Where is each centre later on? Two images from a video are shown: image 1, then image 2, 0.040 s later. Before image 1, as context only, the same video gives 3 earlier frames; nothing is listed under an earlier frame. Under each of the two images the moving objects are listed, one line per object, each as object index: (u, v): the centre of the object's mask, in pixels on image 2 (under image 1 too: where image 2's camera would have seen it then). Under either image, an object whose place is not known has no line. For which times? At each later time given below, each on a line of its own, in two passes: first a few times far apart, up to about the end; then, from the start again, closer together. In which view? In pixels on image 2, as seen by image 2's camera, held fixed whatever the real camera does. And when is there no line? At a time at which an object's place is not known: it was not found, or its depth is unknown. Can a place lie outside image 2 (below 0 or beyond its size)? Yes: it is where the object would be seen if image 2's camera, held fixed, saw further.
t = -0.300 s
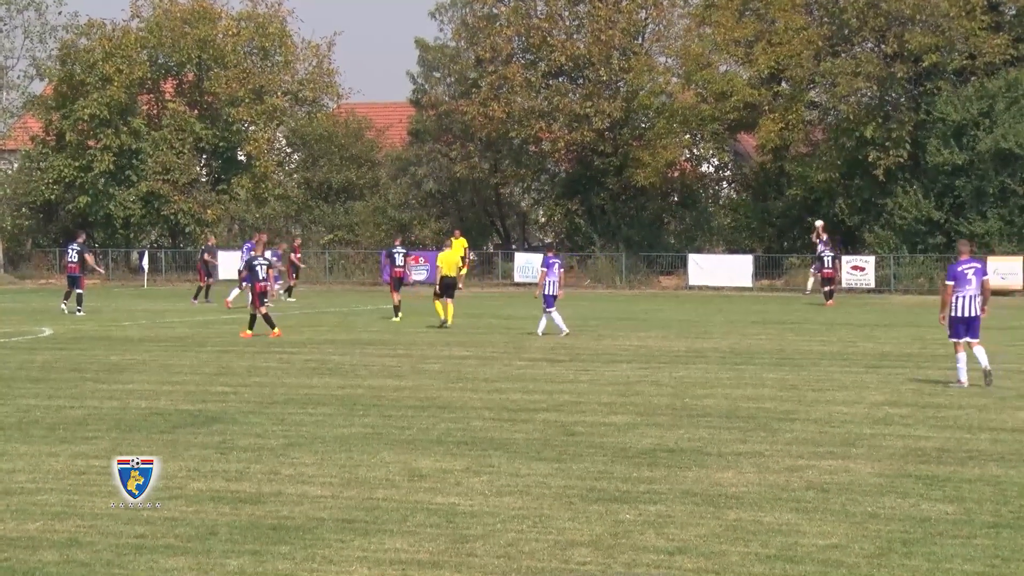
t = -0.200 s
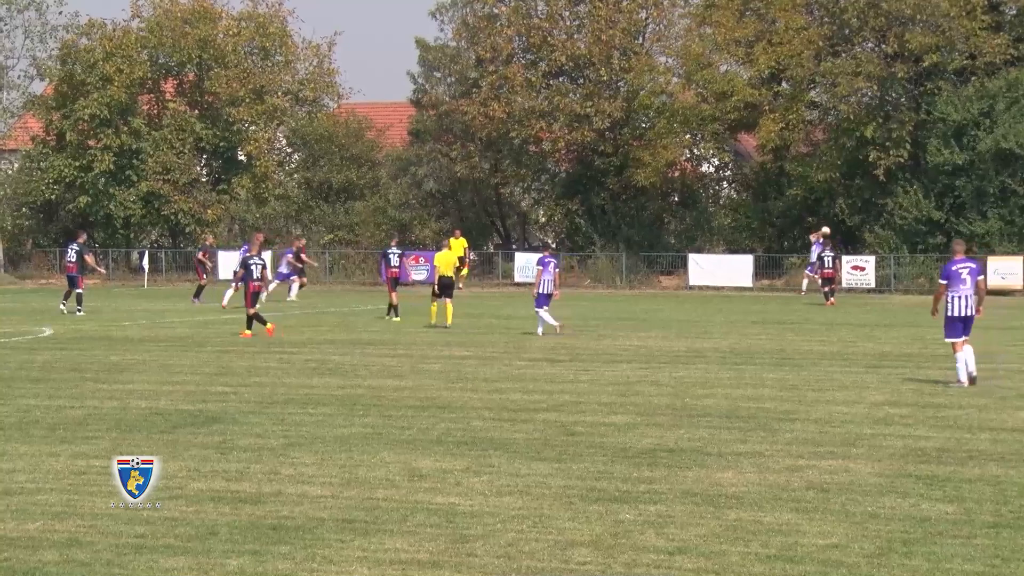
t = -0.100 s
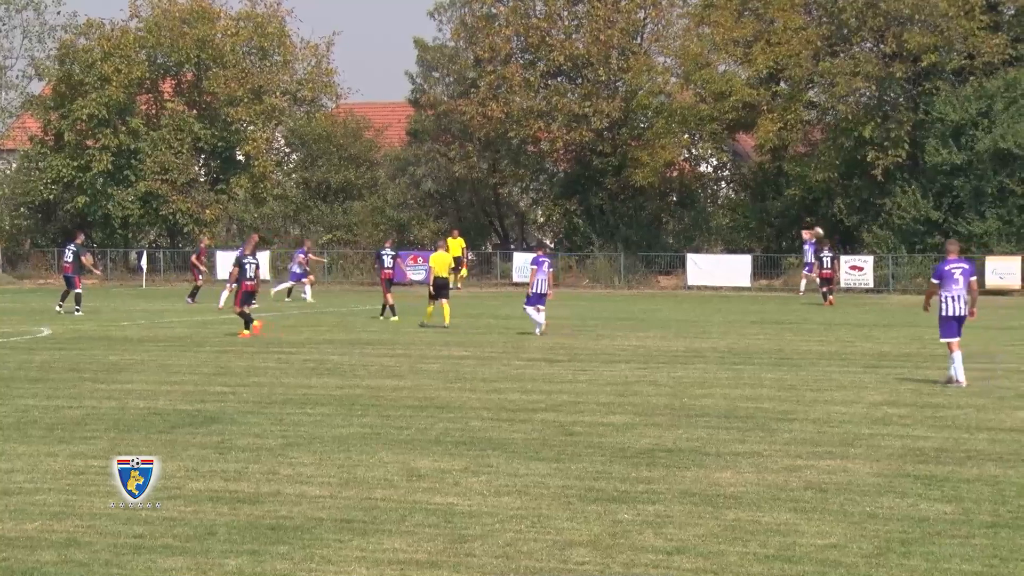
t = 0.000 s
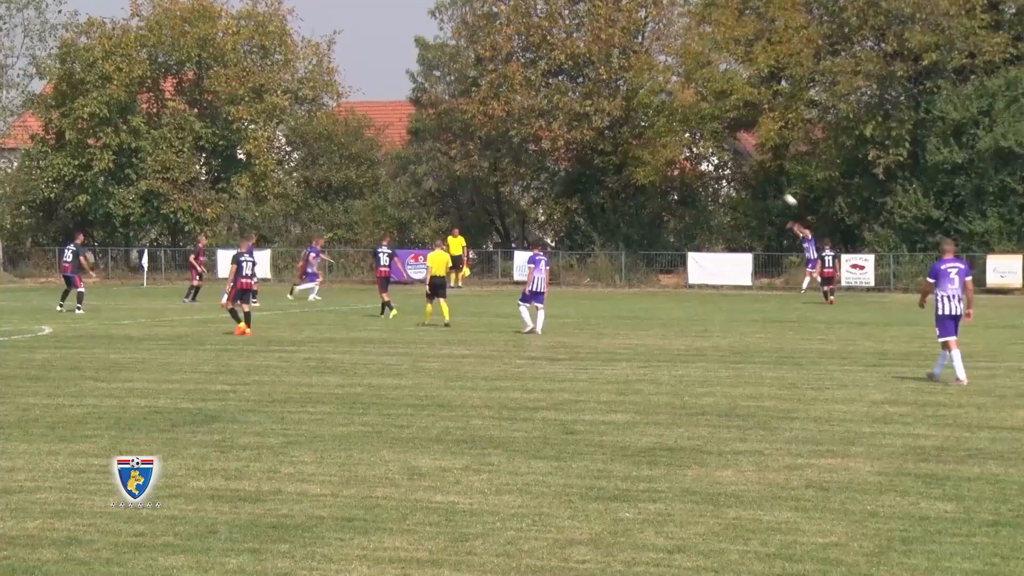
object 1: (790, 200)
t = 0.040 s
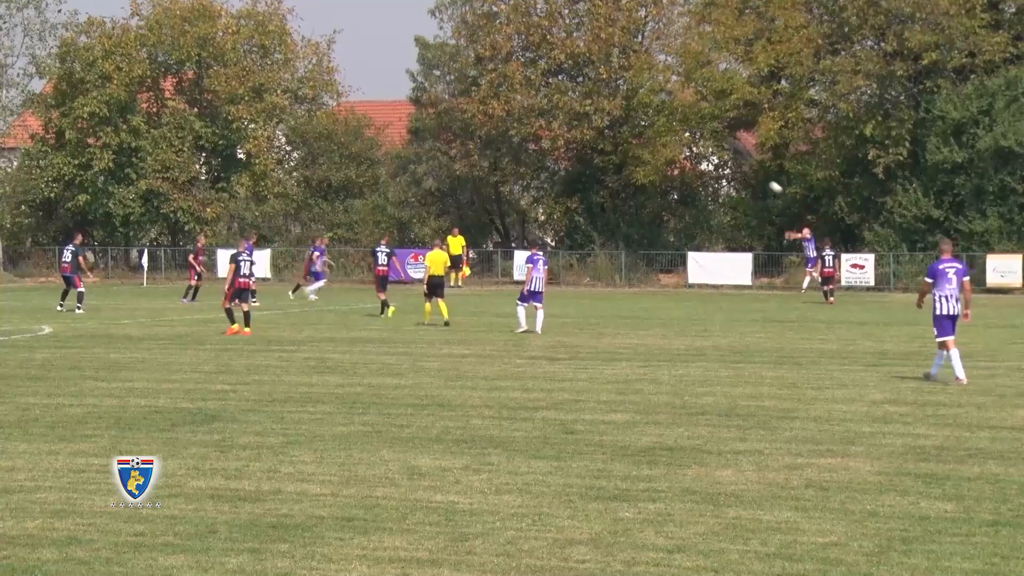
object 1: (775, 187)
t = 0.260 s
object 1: (695, 133)
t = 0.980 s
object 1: (426, 85)
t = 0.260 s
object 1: (695, 133)
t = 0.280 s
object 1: (687, 129)
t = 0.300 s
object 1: (680, 125)
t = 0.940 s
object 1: (442, 82)
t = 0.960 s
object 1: (435, 84)
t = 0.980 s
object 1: (426, 85)
